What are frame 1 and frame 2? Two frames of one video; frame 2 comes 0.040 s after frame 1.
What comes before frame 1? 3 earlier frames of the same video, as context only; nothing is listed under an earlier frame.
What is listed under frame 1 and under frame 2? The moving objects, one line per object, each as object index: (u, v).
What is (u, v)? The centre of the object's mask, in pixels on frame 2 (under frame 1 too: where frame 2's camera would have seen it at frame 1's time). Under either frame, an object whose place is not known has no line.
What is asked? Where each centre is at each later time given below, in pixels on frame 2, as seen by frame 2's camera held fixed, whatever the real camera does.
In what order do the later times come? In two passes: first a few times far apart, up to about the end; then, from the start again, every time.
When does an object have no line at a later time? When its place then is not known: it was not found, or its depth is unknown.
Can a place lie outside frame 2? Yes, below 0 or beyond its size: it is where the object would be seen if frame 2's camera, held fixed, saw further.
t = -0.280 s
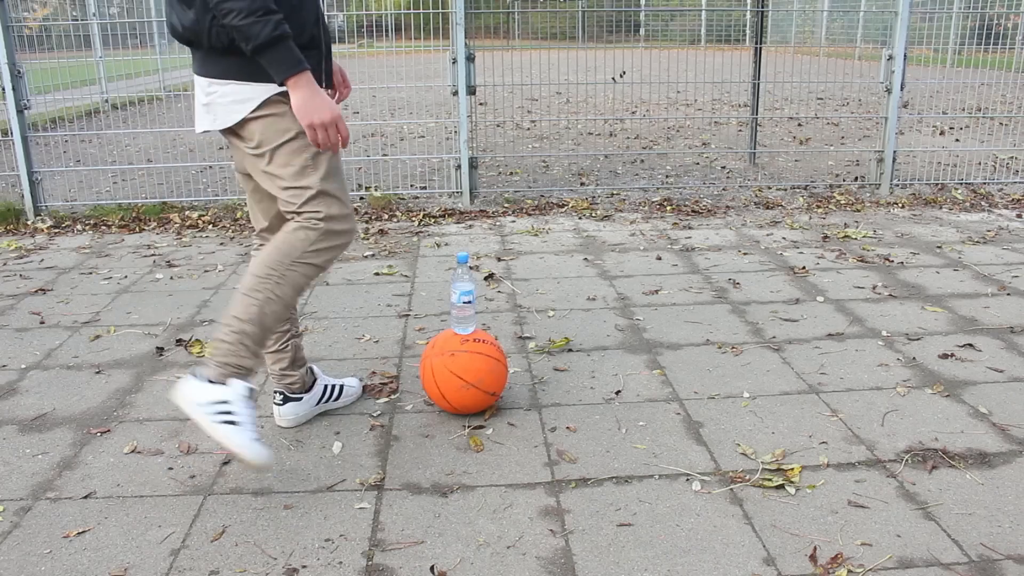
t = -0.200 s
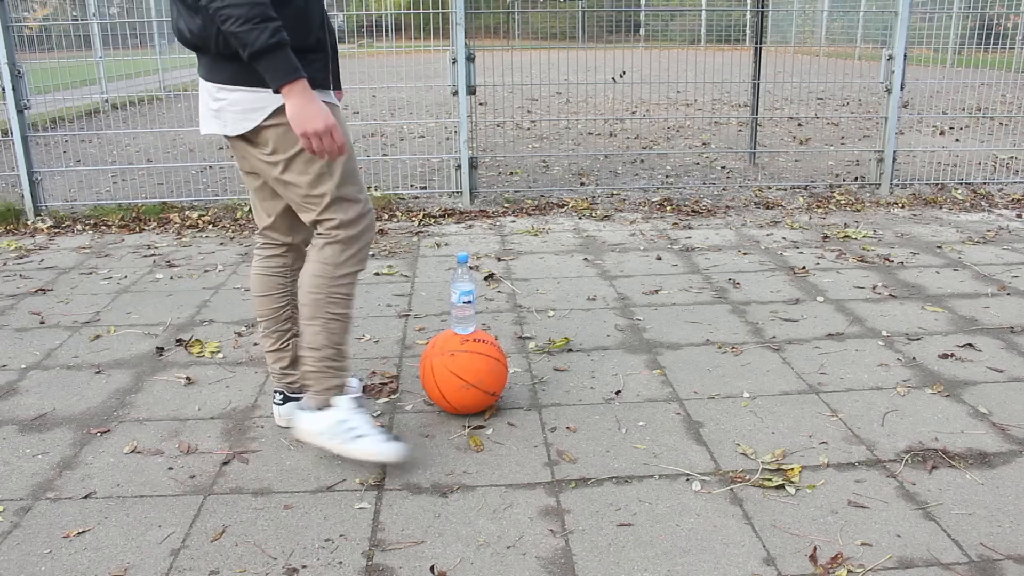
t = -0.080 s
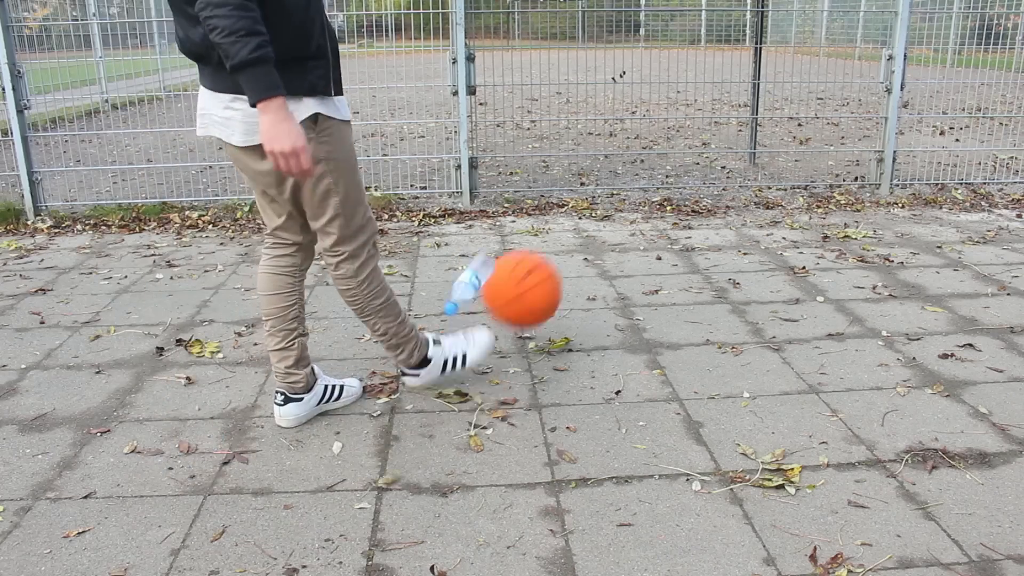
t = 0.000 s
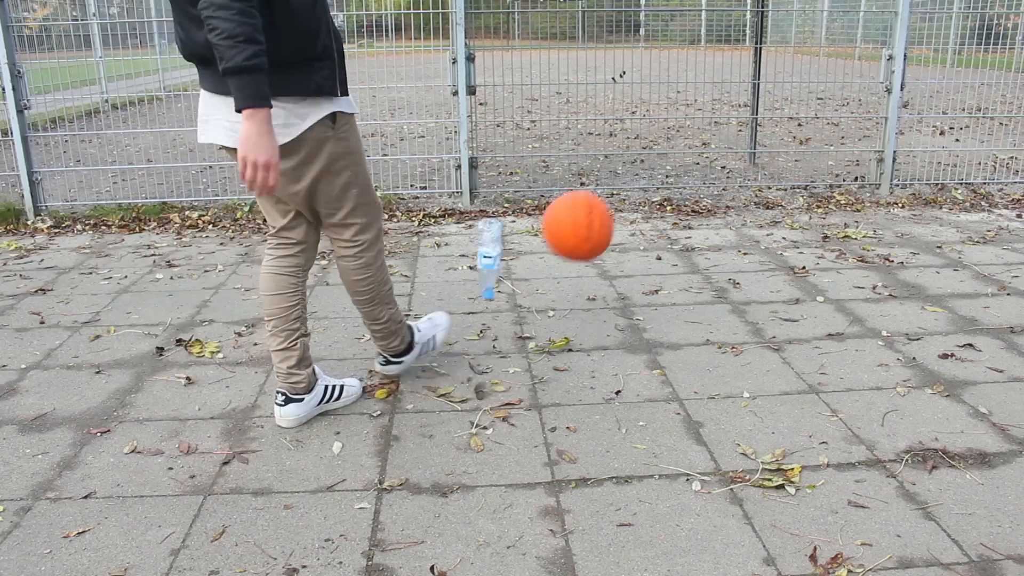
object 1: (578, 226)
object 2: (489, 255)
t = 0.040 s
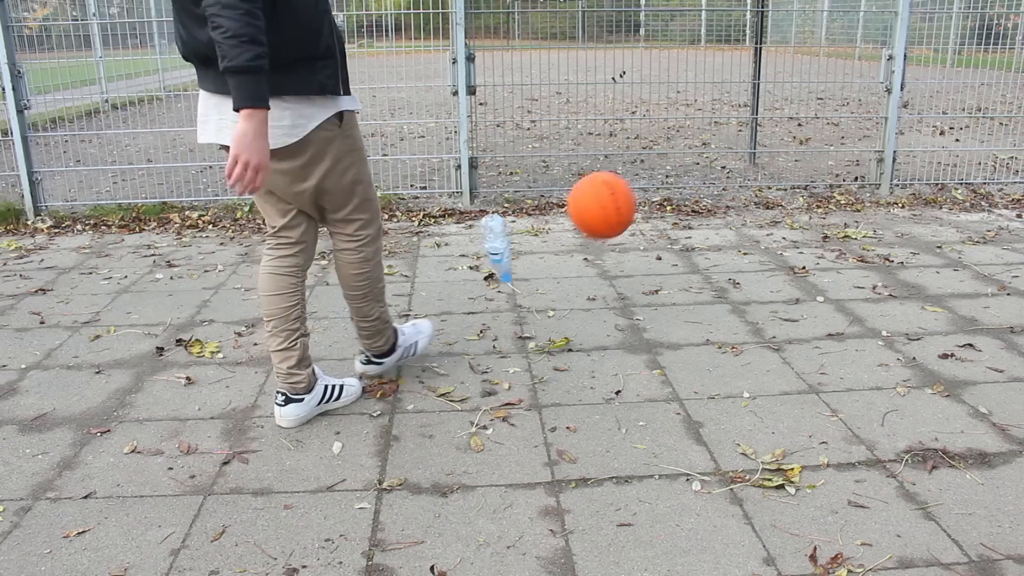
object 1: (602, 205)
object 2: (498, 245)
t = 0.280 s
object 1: (700, 185)
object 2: (538, 310)
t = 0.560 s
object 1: (746, 147)
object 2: (556, 356)
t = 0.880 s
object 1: (818, 181)
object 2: (568, 358)
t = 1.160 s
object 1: (873, 165)
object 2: (579, 360)
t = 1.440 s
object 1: (924, 179)
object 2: (591, 361)
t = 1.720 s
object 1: (976, 194)
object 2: (600, 363)
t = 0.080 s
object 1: (623, 191)
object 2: (504, 242)
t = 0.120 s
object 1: (642, 182)
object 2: (512, 247)
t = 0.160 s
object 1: (659, 178)
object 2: (519, 256)
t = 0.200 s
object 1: (674, 177)
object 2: (526, 269)
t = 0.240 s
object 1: (688, 179)
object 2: (533, 287)
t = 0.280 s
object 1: (700, 185)
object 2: (538, 310)
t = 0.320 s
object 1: (712, 193)
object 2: (543, 335)
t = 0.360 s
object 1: (722, 203)
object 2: (545, 334)
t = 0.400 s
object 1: (727, 187)
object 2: (548, 339)
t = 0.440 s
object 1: (732, 172)
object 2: (551, 344)
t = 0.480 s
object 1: (737, 161)
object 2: (553, 352)
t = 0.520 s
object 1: (741, 152)
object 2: (555, 354)
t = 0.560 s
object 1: (746, 147)
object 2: (556, 356)
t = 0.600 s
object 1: (754, 141)
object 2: (559, 357)
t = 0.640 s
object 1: (763, 139)
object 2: (561, 358)
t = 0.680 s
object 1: (772, 138)
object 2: (562, 358)
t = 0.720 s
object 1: (781, 141)
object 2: (563, 358)
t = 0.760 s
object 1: (790, 147)
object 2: (564, 358)
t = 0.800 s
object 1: (800, 155)
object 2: (565, 358)
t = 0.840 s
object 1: (809, 166)
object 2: (566, 358)
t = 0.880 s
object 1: (818, 181)
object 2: (568, 358)
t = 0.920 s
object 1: (826, 197)
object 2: (569, 359)
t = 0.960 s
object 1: (835, 186)
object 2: (571, 359)
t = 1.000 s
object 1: (843, 176)
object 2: (572, 359)
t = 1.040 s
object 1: (850, 169)
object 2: (573, 359)
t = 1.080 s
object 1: (858, 165)
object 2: (575, 360)
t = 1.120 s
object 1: (866, 164)
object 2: (577, 360)
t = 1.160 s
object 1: (873, 165)
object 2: (579, 360)
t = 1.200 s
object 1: (880, 169)
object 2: (581, 360)
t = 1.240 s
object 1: (887, 176)
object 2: (582, 360)
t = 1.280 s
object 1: (893, 186)
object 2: (584, 360)
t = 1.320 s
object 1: (899, 199)
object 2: (586, 361)
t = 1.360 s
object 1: (907, 193)
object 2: (588, 361)
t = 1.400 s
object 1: (916, 184)
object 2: (590, 361)
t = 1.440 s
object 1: (924, 179)
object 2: (591, 361)
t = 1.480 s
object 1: (932, 175)
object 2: (592, 362)
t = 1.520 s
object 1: (940, 175)
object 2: (594, 362)
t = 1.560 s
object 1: (947, 178)
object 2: (596, 362)
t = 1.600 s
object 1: (954, 184)
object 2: (598, 362)
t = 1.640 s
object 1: (961, 192)
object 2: (598, 362)
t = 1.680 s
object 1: (967, 202)
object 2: (599, 363)
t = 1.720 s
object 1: (976, 194)
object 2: (600, 363)
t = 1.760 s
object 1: (985, 189)
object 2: (601, 363)
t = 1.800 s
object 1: (994, 186)
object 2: (601, 363)
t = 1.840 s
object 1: (1001, 186)
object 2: (602, 363)
